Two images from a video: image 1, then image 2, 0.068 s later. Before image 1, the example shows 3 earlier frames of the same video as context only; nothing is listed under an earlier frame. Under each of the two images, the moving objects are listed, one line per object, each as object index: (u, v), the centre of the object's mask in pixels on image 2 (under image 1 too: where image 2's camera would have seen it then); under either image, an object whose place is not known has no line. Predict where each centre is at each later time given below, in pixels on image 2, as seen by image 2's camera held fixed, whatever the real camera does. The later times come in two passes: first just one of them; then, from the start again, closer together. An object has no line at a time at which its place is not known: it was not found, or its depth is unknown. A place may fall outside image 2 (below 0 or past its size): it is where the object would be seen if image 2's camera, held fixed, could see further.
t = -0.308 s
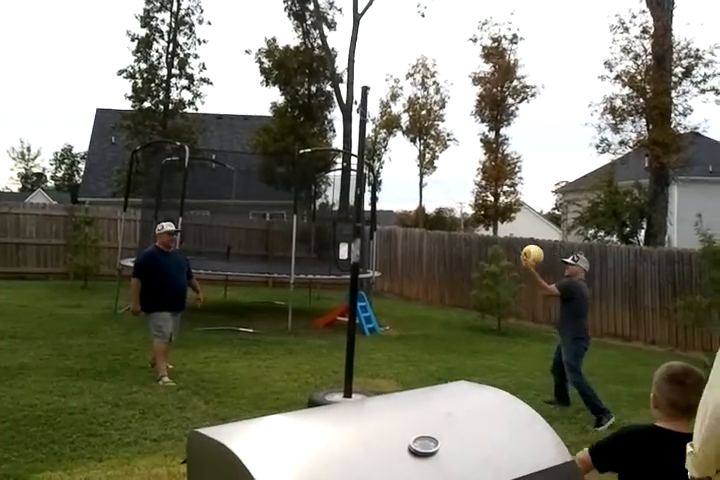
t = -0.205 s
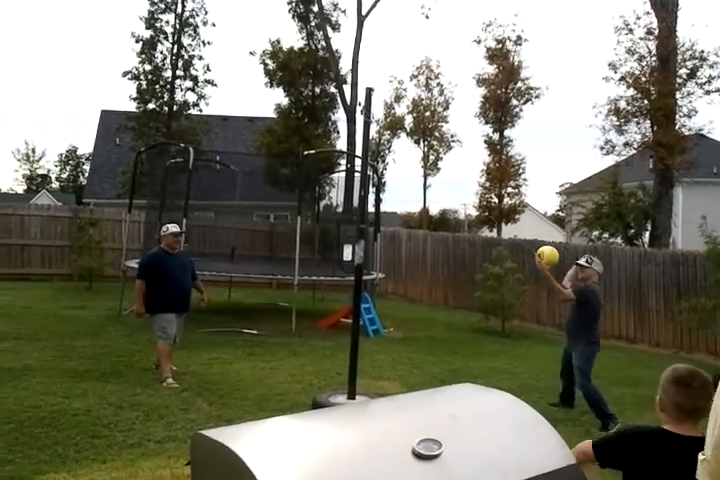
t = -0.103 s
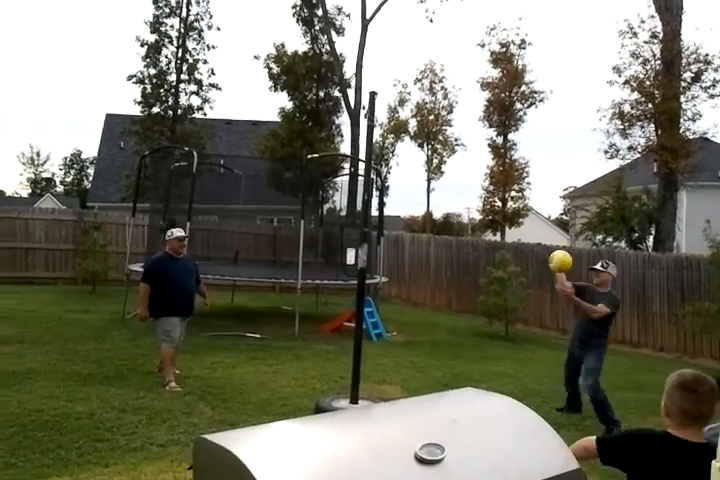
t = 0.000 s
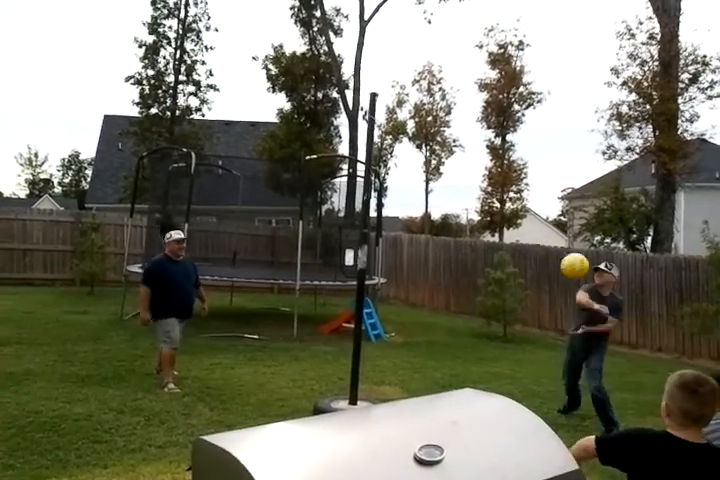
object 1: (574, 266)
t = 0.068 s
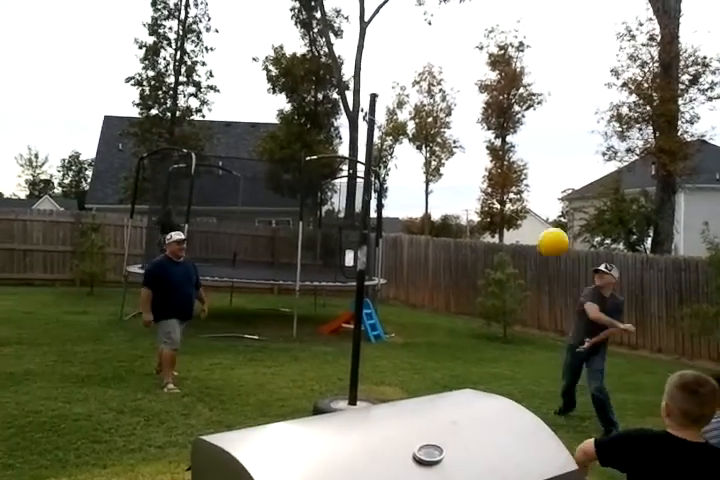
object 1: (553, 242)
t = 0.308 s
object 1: (240, 34)
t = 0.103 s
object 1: (526, 221)
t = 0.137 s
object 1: (486, 192)
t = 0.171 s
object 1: (440, 161)
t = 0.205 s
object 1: (392, 128)
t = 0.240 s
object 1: (338, 93)
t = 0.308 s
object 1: (240, 34)
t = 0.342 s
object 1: (199, 12)
